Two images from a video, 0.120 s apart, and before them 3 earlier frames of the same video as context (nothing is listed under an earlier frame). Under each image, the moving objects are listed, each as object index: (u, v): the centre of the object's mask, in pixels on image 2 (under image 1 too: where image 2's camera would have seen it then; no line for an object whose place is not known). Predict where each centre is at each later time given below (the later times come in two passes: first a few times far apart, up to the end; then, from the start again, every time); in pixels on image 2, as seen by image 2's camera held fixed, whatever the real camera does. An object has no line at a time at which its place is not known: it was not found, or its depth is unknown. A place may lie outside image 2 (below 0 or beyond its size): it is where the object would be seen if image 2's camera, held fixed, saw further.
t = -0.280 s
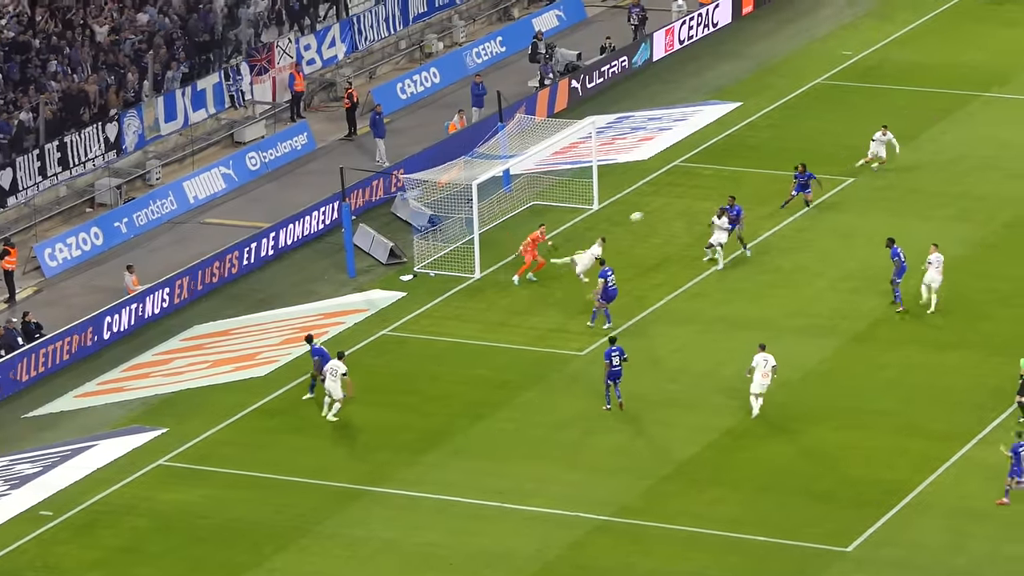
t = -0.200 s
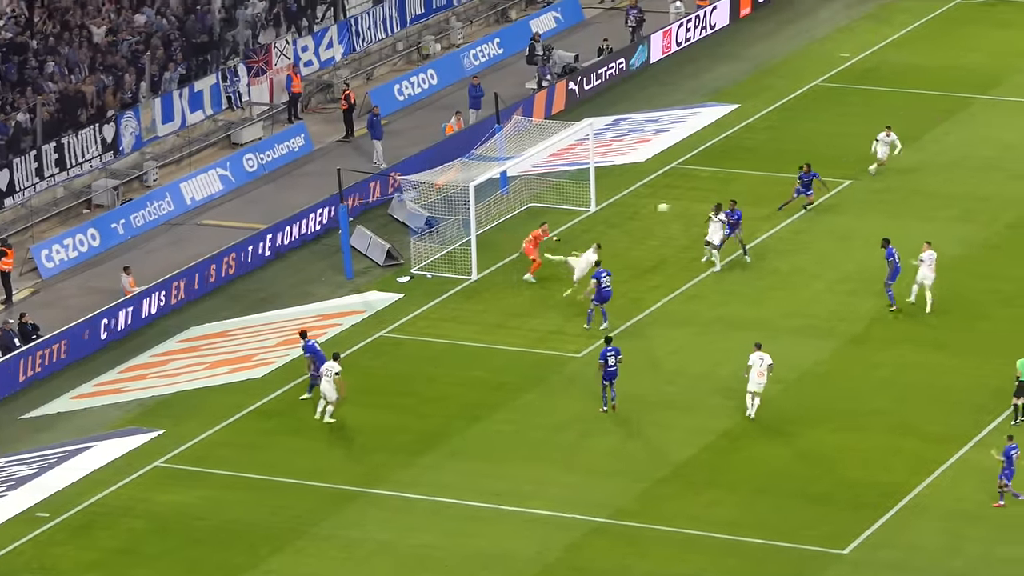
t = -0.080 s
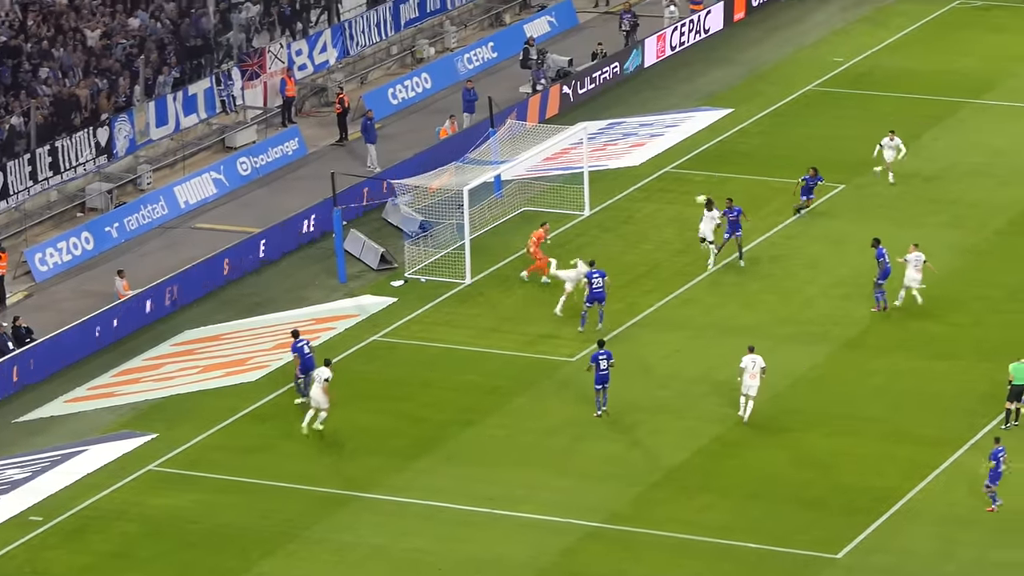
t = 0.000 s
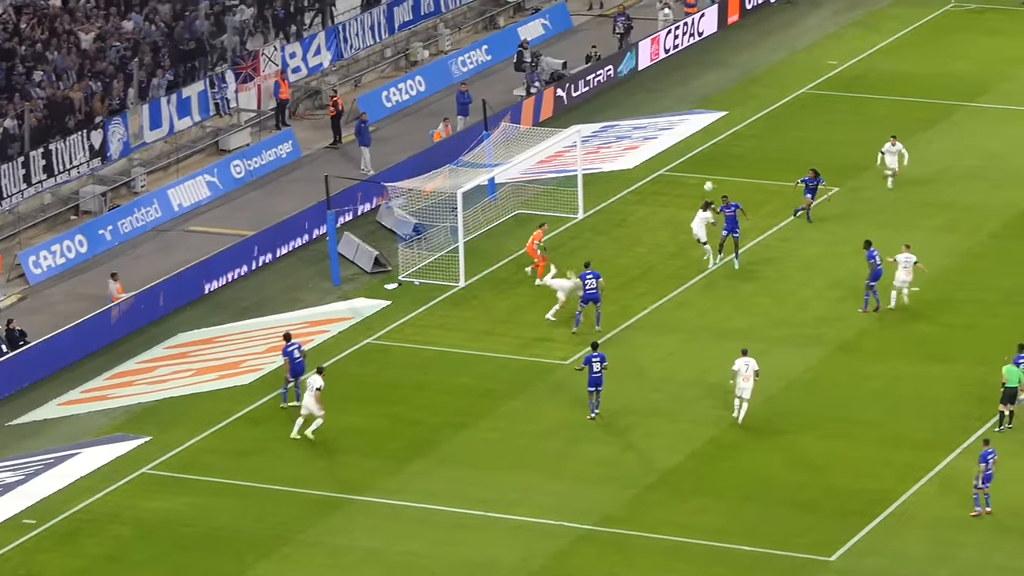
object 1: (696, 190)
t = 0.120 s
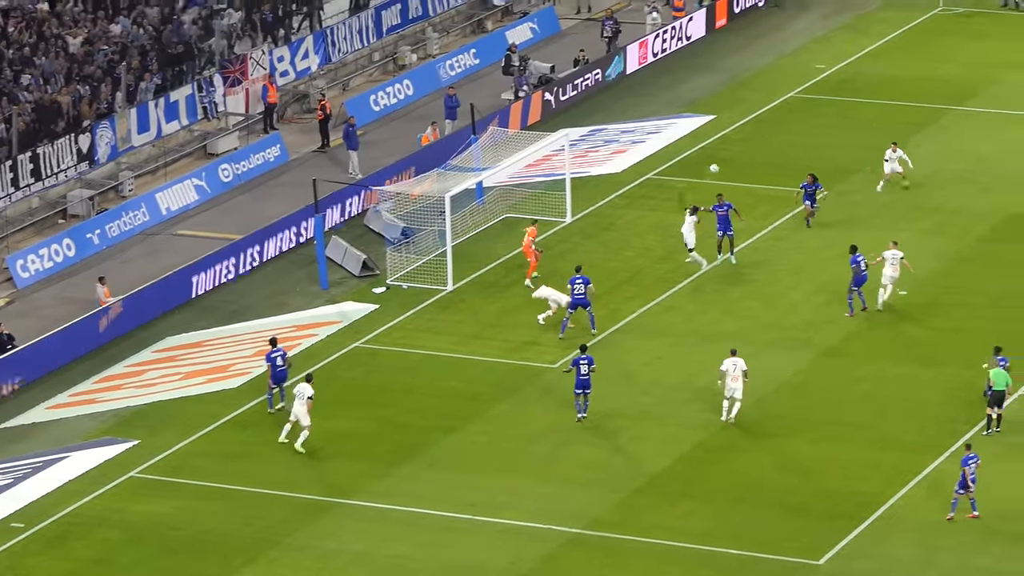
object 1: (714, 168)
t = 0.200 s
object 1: (725, 158)
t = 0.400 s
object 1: (755, 140)
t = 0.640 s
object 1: (792, 138)
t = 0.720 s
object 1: (805, 141)
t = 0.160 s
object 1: (719, 163)
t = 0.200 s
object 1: (725, 158)
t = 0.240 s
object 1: (731, 153)
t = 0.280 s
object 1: (736, 149)
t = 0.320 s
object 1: (743, 145)
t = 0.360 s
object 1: (748, 143)
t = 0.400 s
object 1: (755, 140)
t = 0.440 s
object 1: (761, 138)
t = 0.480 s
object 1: (767, 137)
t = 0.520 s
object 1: (773, 136)
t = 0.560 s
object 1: (780, 136)
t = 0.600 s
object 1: (786, 137)
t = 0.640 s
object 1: (792, 138)
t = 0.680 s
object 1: (799, 139)
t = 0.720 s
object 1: (805, 141)
